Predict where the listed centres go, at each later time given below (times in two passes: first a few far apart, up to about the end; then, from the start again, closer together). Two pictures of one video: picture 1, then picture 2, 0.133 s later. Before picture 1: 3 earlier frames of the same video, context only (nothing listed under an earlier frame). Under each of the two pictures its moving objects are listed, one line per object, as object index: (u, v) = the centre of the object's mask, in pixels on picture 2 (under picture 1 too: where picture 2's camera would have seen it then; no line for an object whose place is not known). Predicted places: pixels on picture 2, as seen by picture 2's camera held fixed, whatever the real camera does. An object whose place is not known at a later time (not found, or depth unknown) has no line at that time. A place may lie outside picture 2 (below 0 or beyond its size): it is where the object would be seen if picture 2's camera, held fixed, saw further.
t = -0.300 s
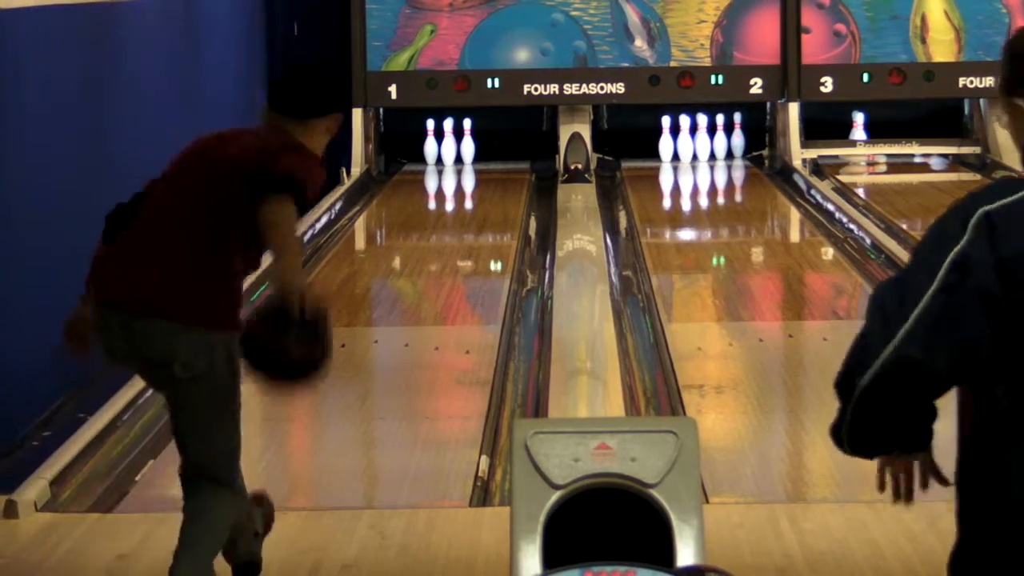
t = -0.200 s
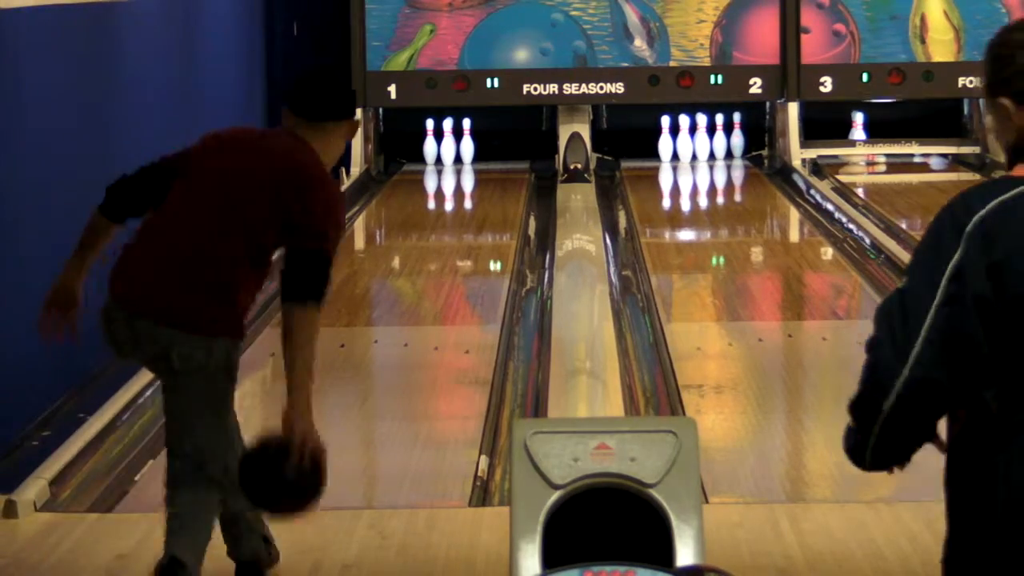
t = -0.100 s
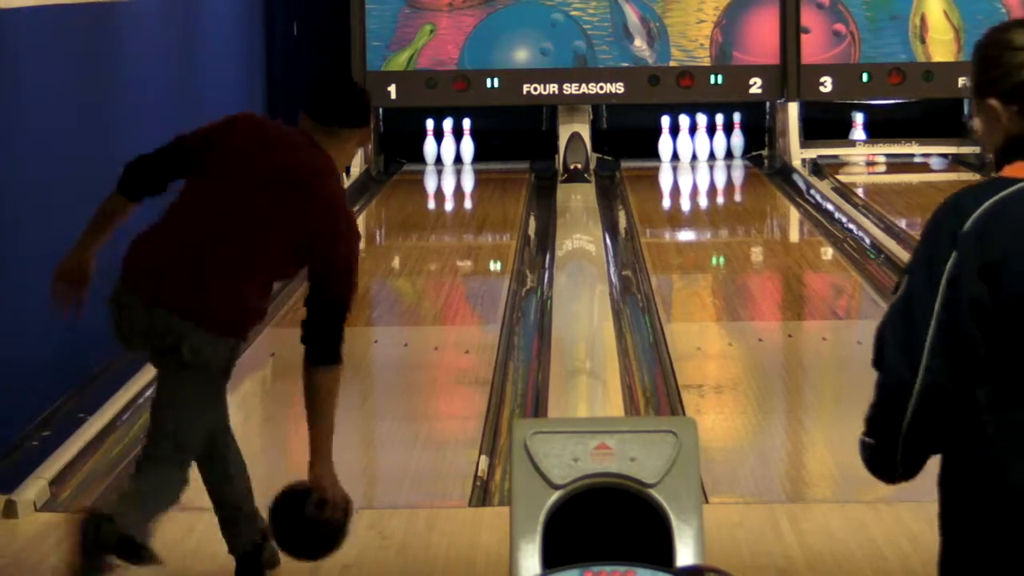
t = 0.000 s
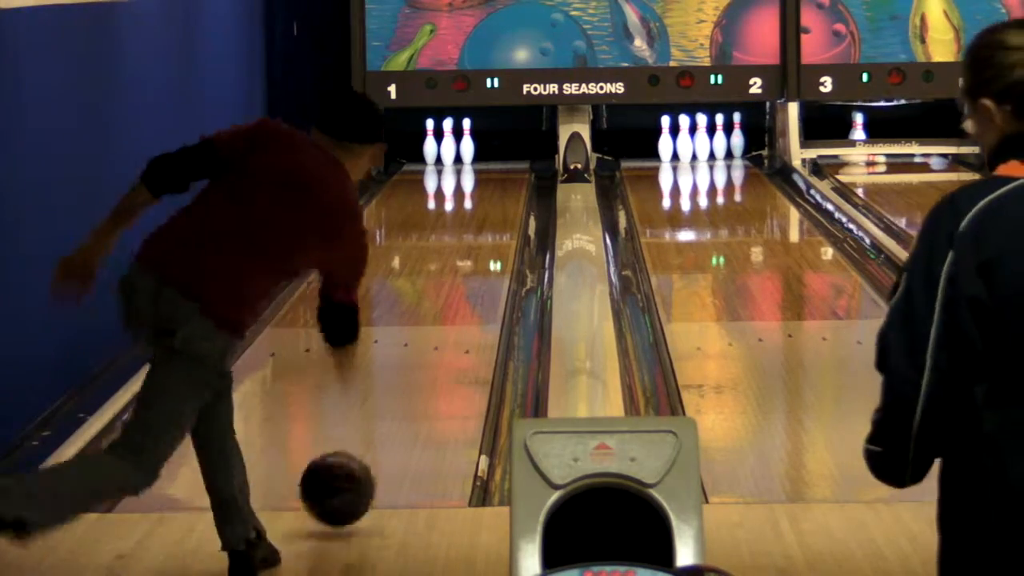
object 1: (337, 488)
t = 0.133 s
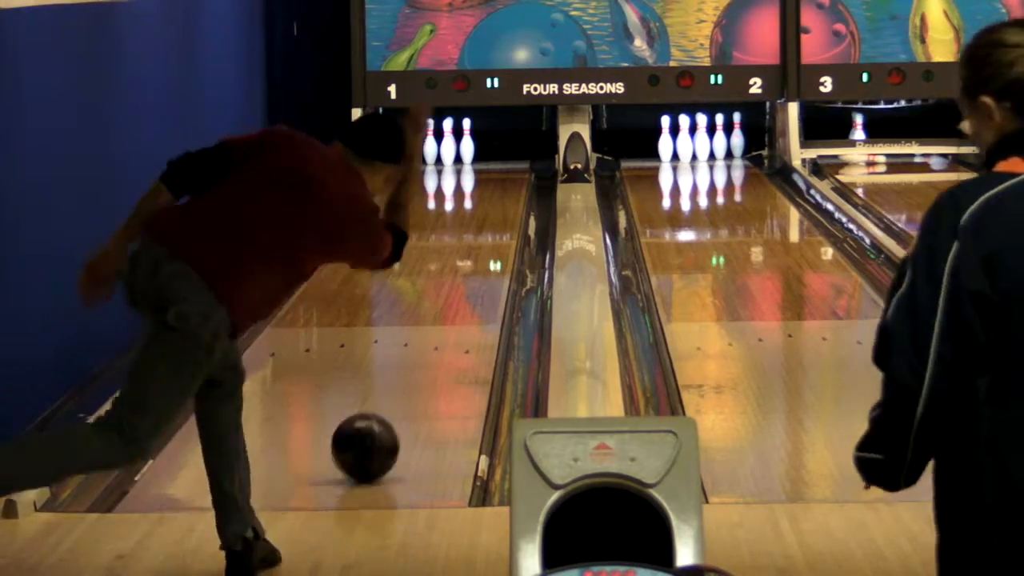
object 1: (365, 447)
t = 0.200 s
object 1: (376, 425)
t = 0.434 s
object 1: (414, 361)
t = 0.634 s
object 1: (428, 321)
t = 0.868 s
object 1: (446, 283)
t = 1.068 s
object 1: (450, 259)
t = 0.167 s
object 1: (370, 436)
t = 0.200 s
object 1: (376, 425)
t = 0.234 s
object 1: (381, 415)
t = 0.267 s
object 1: (386, 405)
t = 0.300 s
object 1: (391, 396)
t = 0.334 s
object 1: (396, 387)
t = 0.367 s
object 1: (400, 378)
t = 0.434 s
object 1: (414, 361)
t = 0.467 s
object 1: (412, 354)
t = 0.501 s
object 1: (415, 347)
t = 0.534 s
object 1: (419, 340)
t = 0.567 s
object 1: (422, 333)
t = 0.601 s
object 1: (425, 327)
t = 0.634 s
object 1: (428, 321)
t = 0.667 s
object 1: (431, 315)
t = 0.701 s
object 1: (434, 309)
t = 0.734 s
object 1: (436, 304)
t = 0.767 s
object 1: (439, 299)
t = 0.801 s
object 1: (441, 294)
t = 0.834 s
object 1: (444, 288)
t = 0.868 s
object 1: (446, 283)
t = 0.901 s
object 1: (448, 279)
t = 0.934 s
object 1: (450, 274)
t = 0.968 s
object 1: (452, 270)
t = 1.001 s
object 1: (458, 265)
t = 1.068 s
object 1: (450, 259)
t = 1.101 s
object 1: (459, 252)
